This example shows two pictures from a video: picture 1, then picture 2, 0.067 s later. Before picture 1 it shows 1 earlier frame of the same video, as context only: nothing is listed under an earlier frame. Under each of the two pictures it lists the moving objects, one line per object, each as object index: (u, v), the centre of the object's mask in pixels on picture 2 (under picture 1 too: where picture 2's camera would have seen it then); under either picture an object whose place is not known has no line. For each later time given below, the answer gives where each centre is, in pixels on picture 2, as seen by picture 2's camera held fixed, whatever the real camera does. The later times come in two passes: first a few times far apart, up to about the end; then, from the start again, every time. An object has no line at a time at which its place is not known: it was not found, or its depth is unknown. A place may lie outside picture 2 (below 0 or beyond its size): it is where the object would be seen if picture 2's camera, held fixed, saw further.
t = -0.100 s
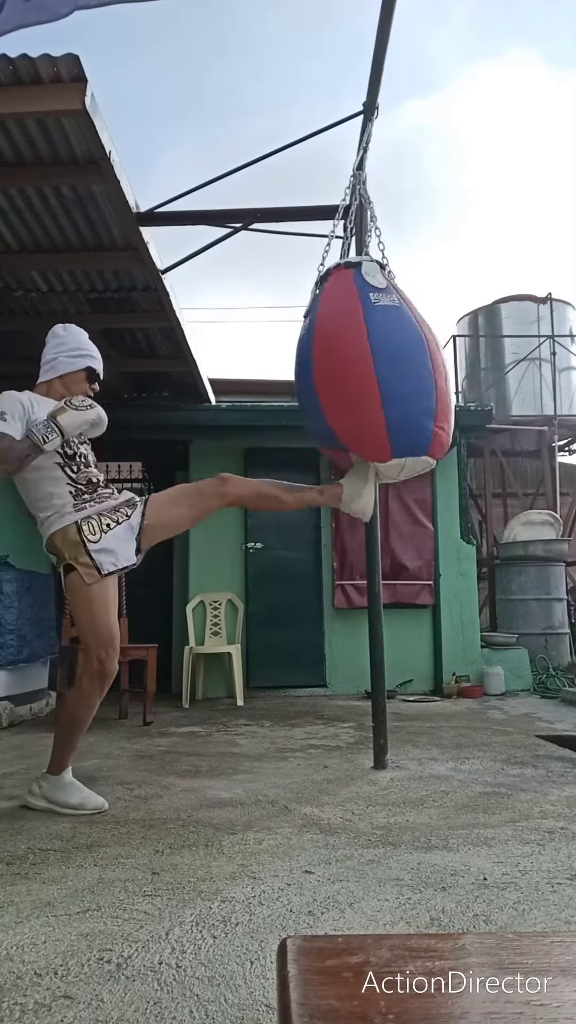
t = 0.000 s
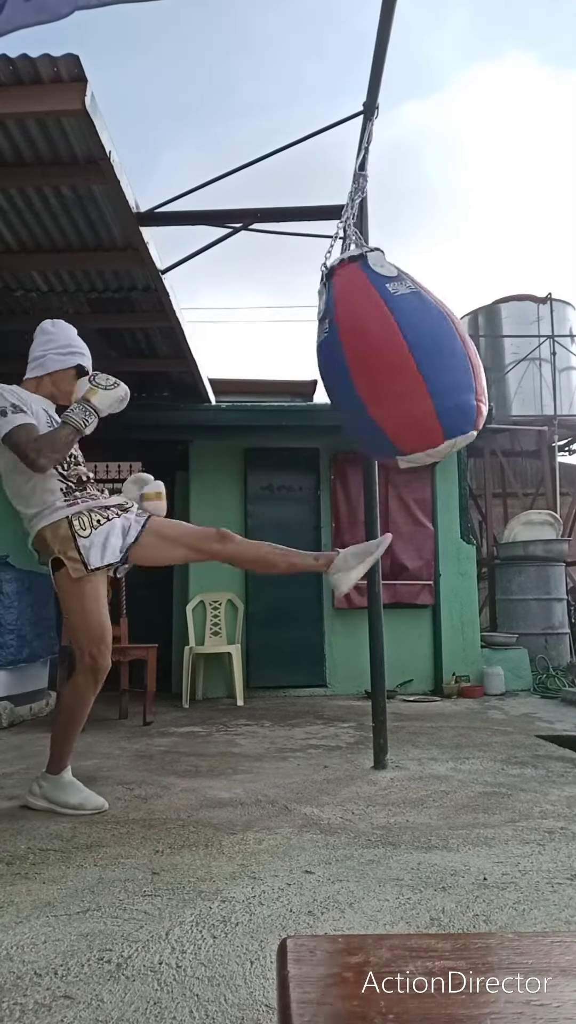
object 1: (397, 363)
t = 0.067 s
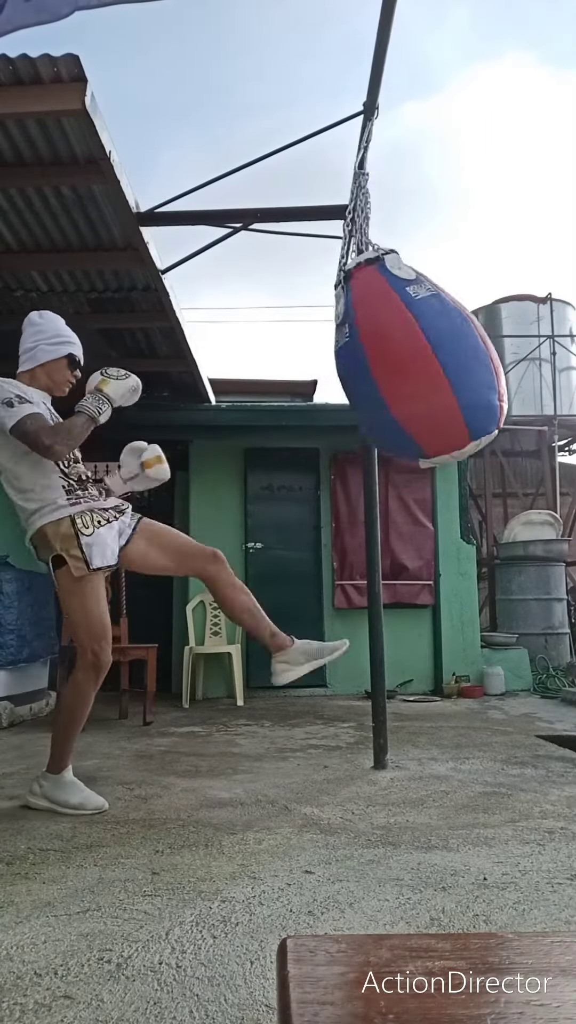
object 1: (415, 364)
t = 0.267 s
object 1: (461, 373)
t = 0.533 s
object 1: (467, 376)
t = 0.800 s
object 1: (423, 387)
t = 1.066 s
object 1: (353, 388)
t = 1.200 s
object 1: (321, 383)
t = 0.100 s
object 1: (425, 366)
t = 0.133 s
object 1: (434, 371)
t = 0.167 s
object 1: (445, 375)
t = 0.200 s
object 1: (453, 377)
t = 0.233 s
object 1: (458, 375)
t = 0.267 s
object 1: (461, 373)
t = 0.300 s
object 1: (465, 373)
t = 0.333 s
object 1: (468, 375)
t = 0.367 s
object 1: (469, 375)
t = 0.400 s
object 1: (470, 374)
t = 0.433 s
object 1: (470, 375)
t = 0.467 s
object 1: (470, 375)
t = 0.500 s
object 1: (469, 376)
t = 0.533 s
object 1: (467, 376)
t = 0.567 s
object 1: (464, 377)
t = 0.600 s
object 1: (460, 378)
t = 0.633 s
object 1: (455, 379)
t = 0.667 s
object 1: (450, 381)
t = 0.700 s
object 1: (444, 383)
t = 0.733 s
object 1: (437, 384)
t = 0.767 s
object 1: (431, 386)
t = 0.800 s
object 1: (423, 387)
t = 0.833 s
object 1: (415, 388)
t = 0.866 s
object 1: (407, 389)
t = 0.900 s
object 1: (398, 390)
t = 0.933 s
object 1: (389, 390)
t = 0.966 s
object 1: (380, 390)
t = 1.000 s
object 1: (371, 390)
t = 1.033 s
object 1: (362, 389)
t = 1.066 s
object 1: (353, 388)
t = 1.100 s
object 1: (345, 387)
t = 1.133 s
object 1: (336, 386)
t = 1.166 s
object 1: (328, 384)
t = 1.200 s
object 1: (321, 383)
